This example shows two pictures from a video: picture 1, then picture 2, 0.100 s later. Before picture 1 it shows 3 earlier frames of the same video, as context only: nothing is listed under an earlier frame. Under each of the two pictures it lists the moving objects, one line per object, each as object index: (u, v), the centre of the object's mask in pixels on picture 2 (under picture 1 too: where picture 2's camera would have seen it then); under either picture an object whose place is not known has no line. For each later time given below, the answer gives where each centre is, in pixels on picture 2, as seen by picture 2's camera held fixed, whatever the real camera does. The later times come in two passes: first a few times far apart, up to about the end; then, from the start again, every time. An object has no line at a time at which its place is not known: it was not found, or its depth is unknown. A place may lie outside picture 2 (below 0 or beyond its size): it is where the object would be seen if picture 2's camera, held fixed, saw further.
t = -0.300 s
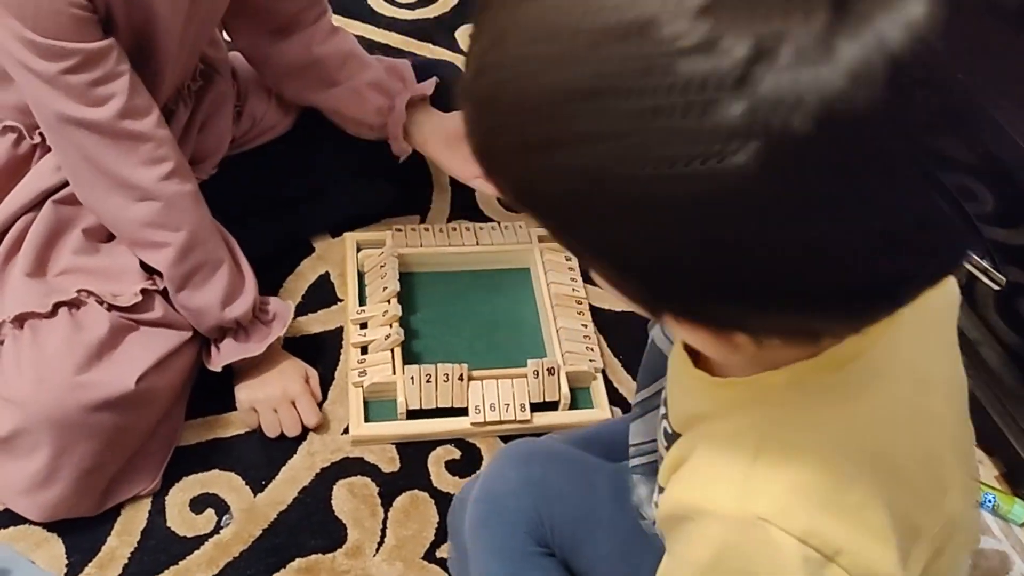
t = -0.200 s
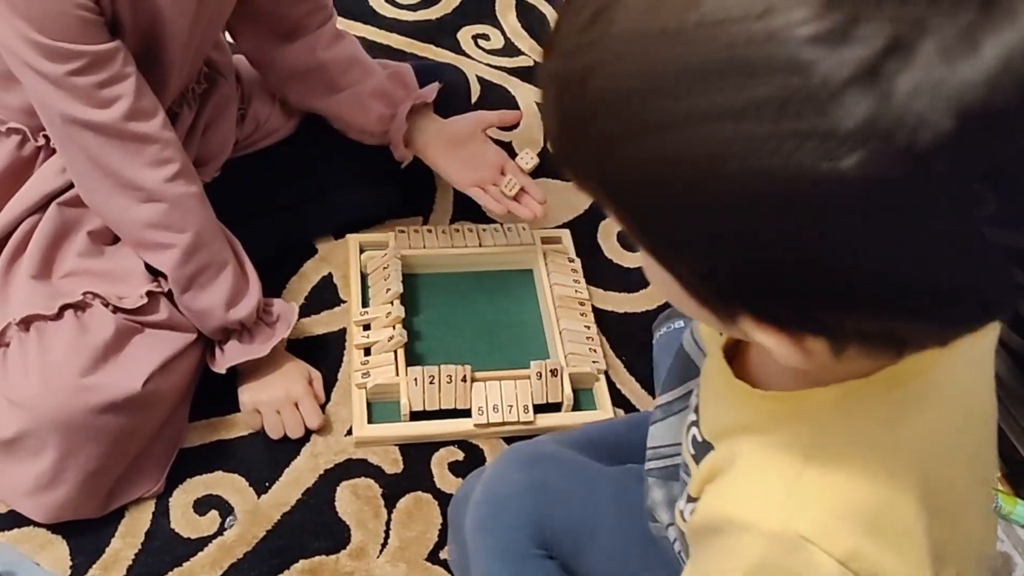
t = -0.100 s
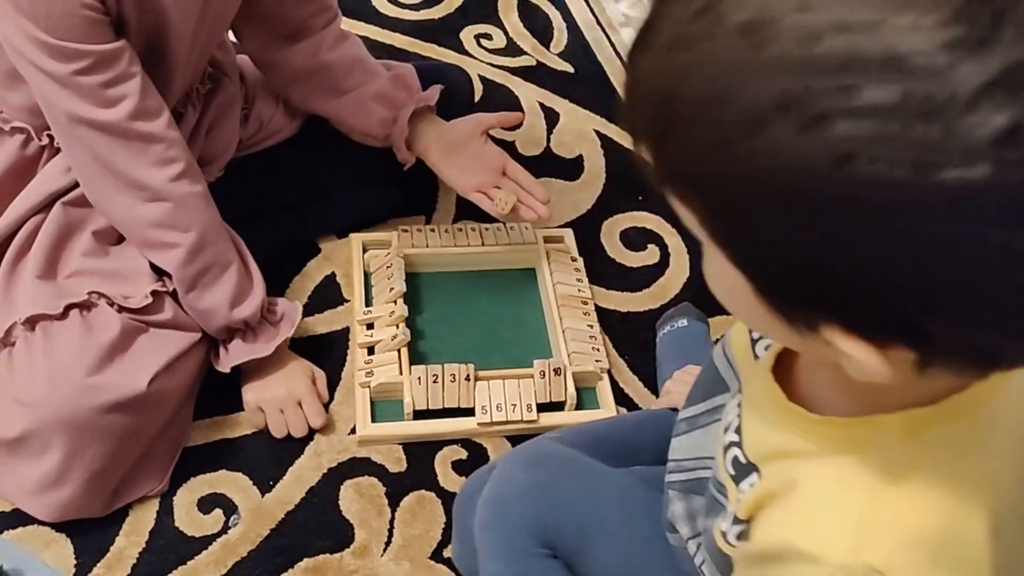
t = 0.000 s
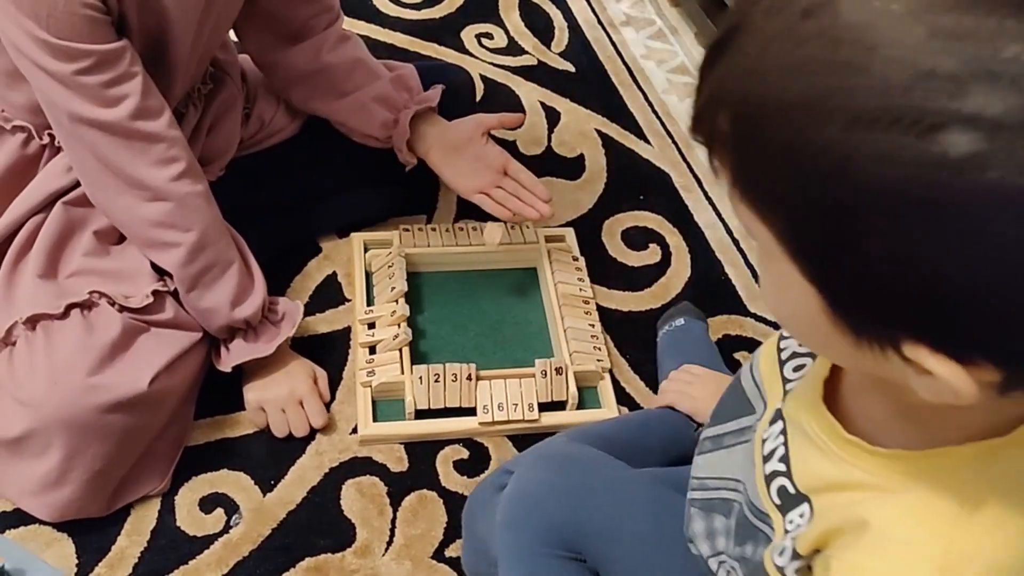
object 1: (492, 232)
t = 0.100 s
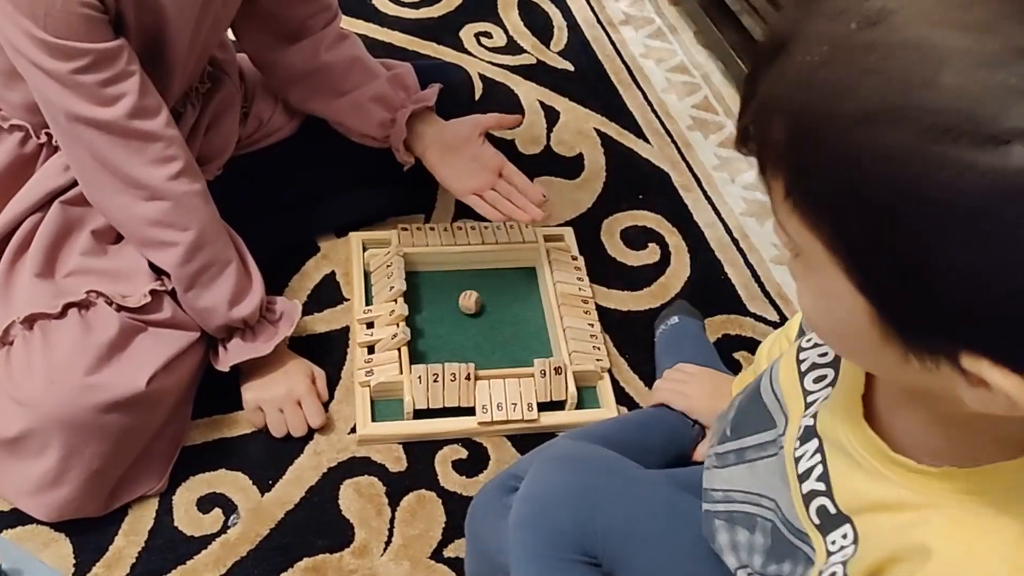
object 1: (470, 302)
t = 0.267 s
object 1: (465, 297)
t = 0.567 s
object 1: (462, 286)
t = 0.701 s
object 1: (462, 286)
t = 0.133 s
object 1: (468, 304)
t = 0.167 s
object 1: (466, 303)
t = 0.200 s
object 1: (465, 304)
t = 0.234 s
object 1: (464, 300)
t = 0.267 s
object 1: (465, 297)
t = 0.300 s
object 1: (466, 293)
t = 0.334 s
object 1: (464, 289)
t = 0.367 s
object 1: (463, 287)
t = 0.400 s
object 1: (462, 286)
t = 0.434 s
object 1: (462, 286)
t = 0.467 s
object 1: (462, 286)
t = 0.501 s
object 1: (461, 286)
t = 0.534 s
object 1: (461, 286)
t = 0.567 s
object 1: (462, 286)
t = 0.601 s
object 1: (462, 286)
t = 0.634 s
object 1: (461, 286)
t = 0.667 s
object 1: (462, 286)
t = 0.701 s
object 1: (462, 286)
